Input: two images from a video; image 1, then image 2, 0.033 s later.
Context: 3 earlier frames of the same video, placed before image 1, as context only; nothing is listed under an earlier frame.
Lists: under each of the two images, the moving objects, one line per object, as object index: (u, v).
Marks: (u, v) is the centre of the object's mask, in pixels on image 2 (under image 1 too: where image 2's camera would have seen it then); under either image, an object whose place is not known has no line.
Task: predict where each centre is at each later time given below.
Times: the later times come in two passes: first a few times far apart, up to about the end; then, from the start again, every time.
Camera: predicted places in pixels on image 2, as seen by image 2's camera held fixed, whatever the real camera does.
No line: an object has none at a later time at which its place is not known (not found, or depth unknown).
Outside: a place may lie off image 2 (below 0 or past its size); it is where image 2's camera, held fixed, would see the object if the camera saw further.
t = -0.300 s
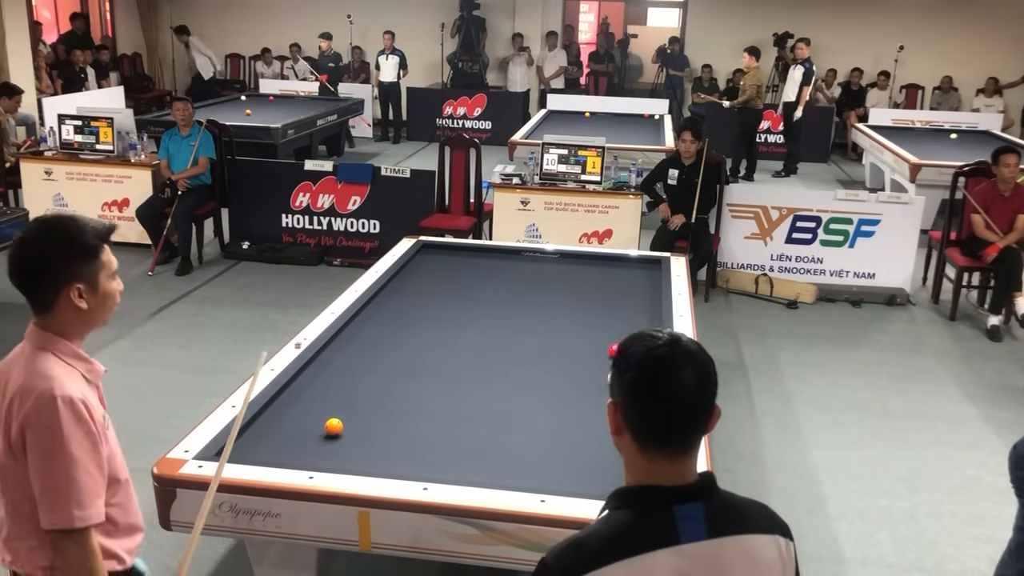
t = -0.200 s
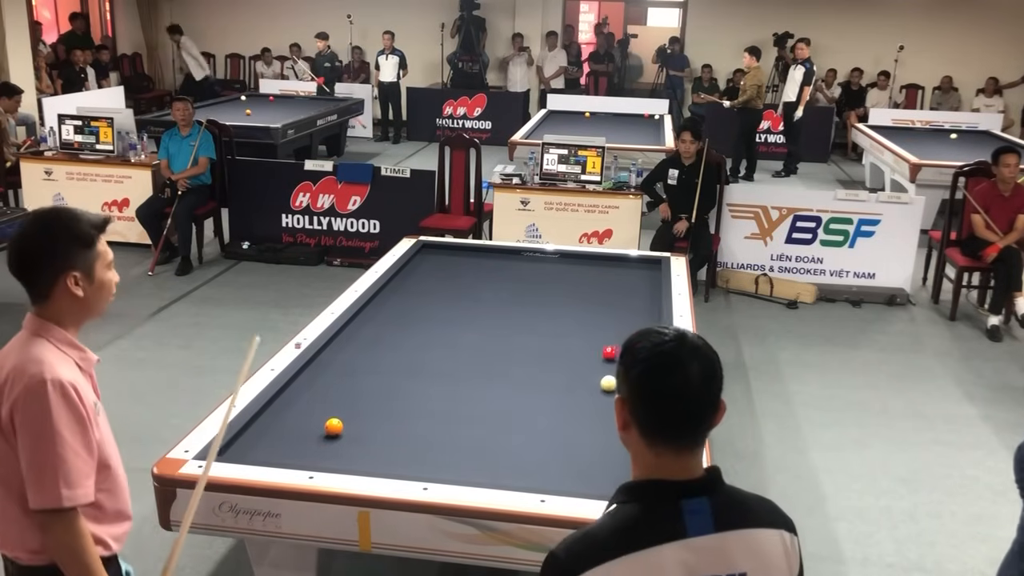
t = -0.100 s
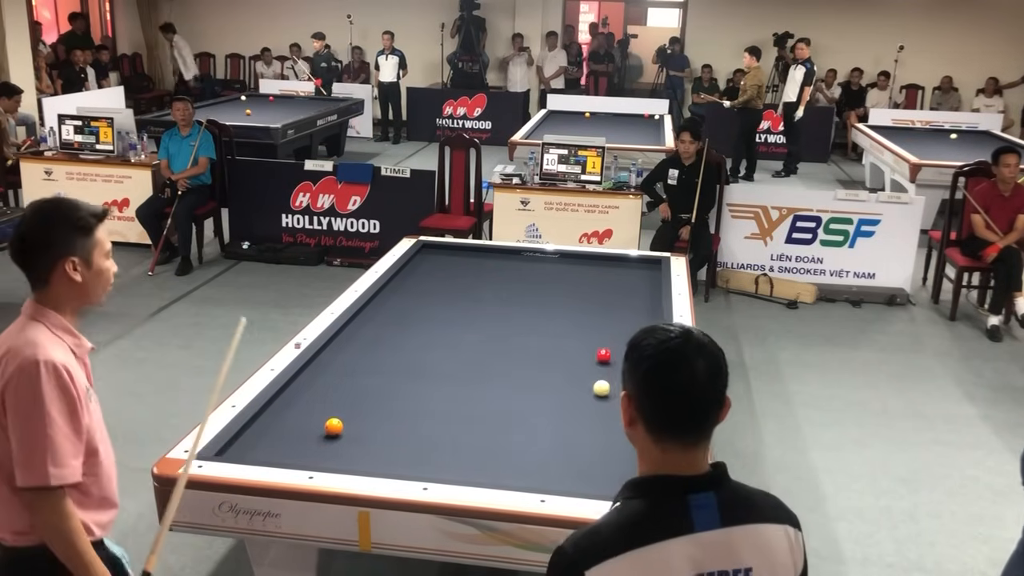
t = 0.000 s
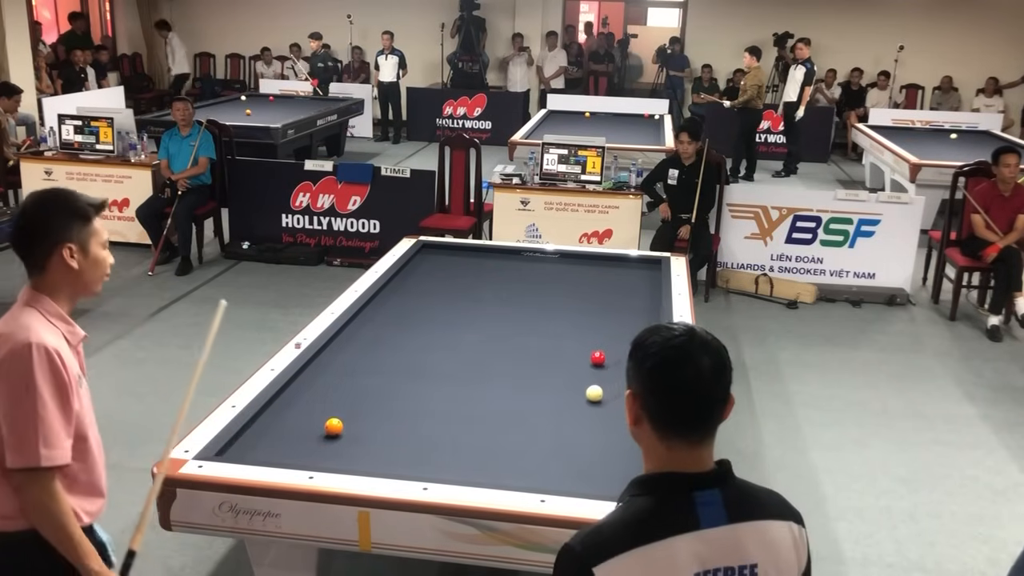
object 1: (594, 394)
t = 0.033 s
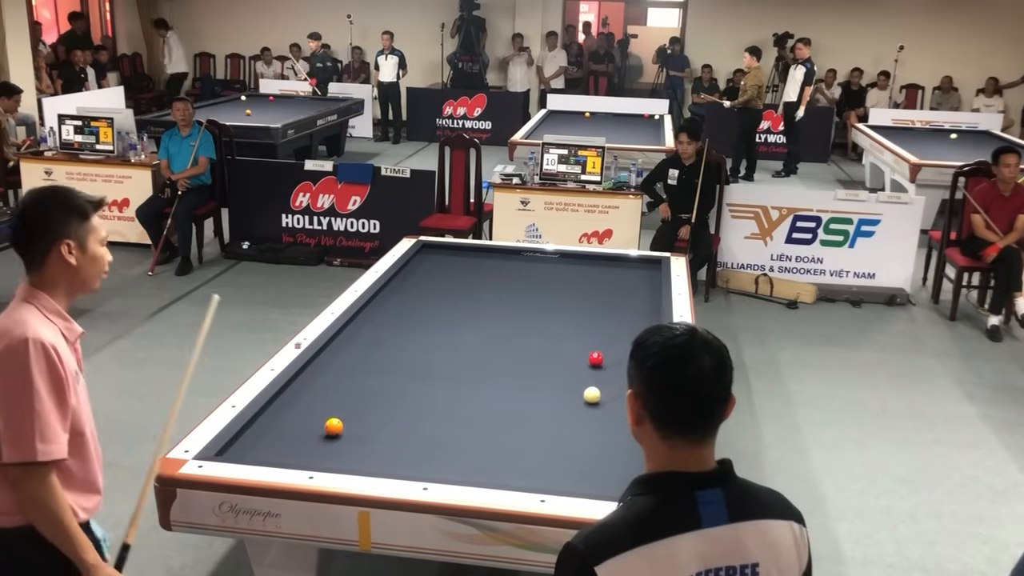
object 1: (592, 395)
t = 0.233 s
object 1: (577, 406)
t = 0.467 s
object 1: (559, 419)
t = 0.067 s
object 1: (589, 397)
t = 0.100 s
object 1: (587, 399)
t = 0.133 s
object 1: (584, 401)
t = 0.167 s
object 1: (582, 402)
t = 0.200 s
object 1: (579, 404)
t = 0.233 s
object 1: (577, 406)
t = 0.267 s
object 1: (574, 408)
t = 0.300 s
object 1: (572, 410)
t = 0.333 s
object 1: (569, 412)
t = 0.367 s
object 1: (566, 413)
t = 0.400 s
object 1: (564, 415)
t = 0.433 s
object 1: (561, 417)
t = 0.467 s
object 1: (559, 419)
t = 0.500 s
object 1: (556, 421)
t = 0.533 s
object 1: (553, 423)
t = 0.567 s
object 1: (551, 425)
